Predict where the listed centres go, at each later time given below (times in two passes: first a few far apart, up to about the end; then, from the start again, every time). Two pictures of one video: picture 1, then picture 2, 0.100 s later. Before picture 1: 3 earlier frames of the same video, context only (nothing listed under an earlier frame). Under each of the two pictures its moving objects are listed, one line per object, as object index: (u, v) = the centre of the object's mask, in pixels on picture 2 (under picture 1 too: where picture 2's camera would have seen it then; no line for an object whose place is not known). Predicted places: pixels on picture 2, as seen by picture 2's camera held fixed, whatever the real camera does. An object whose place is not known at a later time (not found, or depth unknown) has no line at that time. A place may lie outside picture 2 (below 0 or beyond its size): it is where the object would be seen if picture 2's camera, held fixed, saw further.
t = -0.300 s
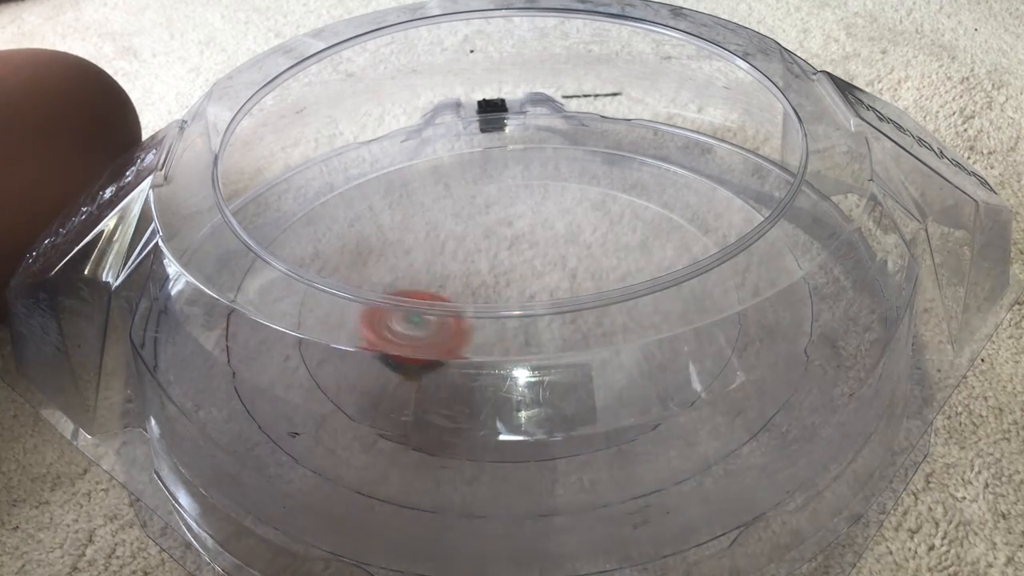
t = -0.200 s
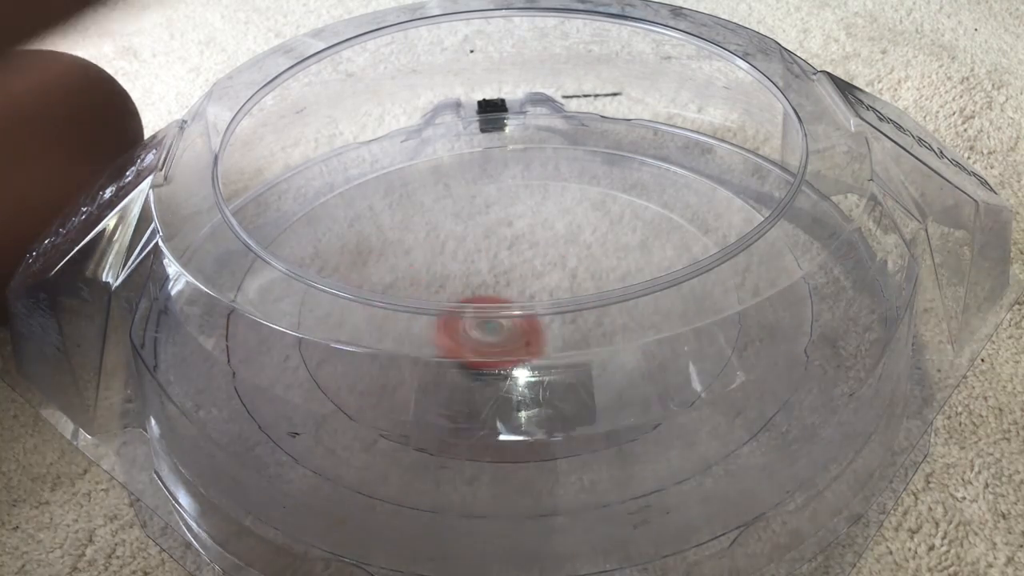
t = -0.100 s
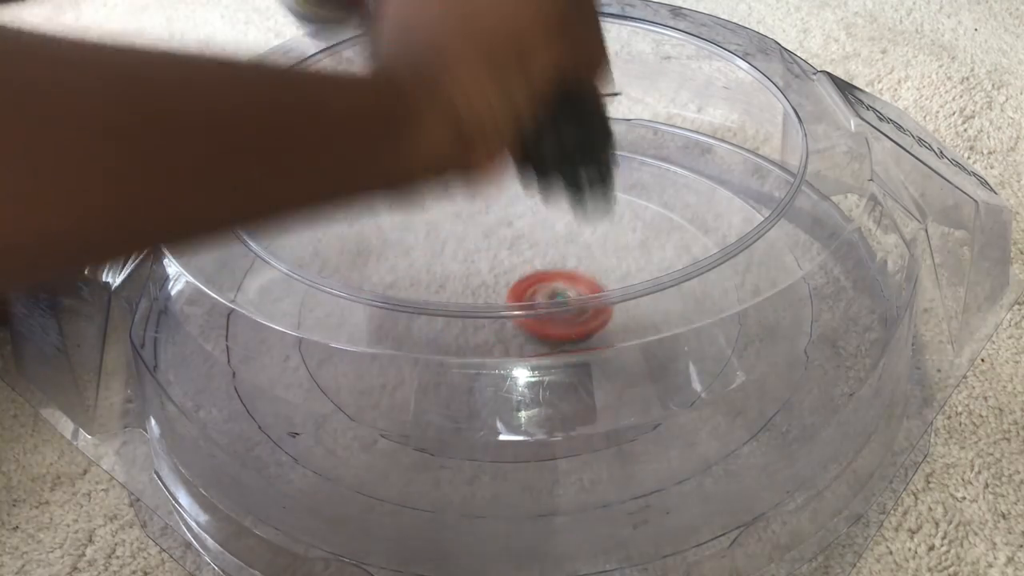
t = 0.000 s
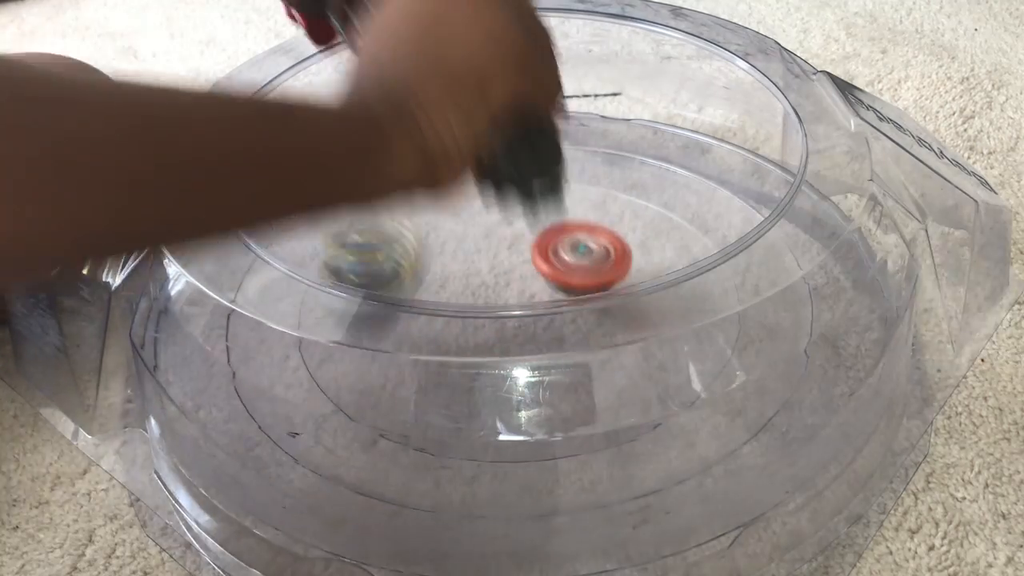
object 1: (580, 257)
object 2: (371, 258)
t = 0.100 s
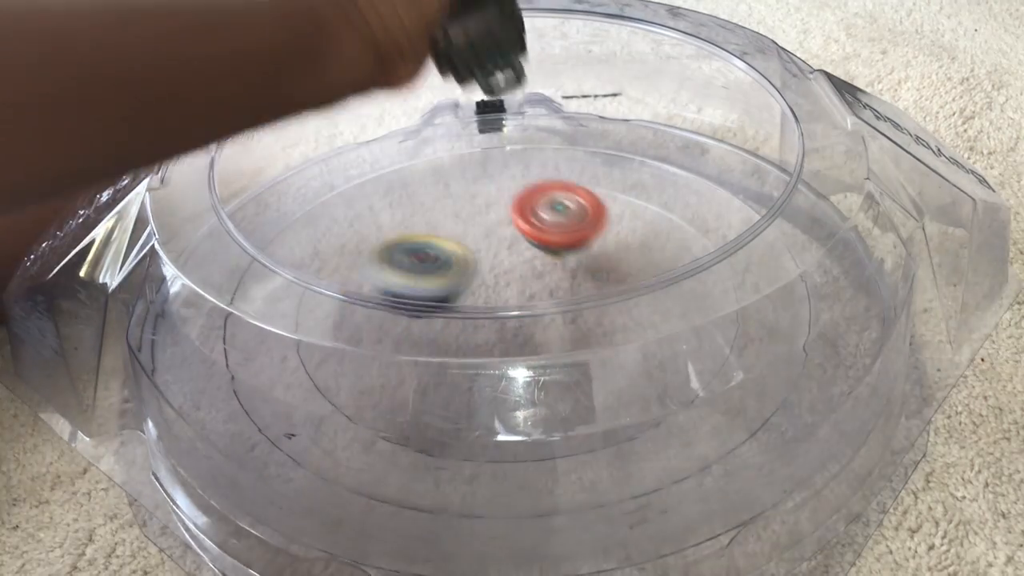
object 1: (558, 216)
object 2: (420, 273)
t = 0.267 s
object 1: (473, 181)
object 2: (535, 275)
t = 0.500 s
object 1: (386, 236)
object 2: (569, 235)
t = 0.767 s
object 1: (551, 340)
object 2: (433, 285)
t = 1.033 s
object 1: (669, 219)
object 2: (569, 328)
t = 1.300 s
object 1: (558, 131)
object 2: (608, 255)
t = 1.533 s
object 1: (473, 133)
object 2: (476, 301)
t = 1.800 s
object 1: (452, 199)
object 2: (560, 343)
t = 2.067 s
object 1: (486, 344)
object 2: (573, 241)
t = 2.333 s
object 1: (666, 298)
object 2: (415, 282)
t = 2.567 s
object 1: (621, 236)
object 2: (536, 377)
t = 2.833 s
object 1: (451, 276)
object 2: (663, 240)
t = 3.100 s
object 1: (495, 362)
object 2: (417, 185)
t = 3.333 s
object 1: (600, 331)
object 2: (234, 294)
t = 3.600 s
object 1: (502, 254)
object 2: (324, 424)
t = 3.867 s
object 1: (416, 300)
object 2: (546, 446)
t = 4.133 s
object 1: (530, 318)
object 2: (708, 377)
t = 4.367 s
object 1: (546, 250)
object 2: (768, 285)
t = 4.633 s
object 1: (459, 254)
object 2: (728, 192)
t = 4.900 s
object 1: (527, 318)
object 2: (623, 144)
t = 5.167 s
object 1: (592, 258)
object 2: (501, 140)
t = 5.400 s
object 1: (516, 258)
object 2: (394, 193)
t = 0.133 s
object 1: (545, 205)
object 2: (443, 274)
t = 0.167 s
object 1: (527, 195)
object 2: (473, 300)
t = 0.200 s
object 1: (510, 188)
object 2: (497, 289)
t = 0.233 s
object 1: (492, 183)
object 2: (517, 281)
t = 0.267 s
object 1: (473, 181)
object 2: (535, 275)
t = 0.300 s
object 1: (455, 181)
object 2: (555, 271)
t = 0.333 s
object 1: (439, 184)
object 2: (571, 266)
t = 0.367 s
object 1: (423, 190)
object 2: (581, 260)
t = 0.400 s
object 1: (409, 198)
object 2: (585, 251)
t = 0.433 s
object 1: (397, 208)
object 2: (586, 248)
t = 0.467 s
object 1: (389, 221)
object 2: (579, 238)
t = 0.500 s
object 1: (386, 236)
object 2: (569, 235)
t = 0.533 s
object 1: (387, 253)
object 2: (558, 242)
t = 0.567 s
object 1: (397, 266)
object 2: (538, 239)
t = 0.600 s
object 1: (409, 276)
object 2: (519, 246)
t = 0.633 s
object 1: (425, 301)
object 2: (497, 248)
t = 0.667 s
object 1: (450, 319)
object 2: (477, 249)
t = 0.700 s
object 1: (480, 329)
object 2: (459, 257)
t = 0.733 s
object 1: (511, 332)
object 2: (443, 268)
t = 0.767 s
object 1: (551, 340)
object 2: (433, 285)
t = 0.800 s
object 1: (580, 324)
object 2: (430, 298)
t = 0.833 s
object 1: (608, 313)
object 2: (438, 311)
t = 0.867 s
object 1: (631, 298)
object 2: (449, 322)
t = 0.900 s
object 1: (648, 282)
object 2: (471, 329)
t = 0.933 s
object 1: (660, 266)
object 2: (493, 338)
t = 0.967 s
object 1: (666, 246)
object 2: (515, 331)
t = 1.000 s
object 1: (671, 233)
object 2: (544, 345)
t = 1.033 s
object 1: (669, 219)
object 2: (569, 328)
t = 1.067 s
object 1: (665, 207)
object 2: (594, 313)
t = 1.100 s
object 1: (656, 196)
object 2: (614, 295)
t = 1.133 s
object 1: (646, 187)
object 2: (626, 282)
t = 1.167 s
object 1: (633, 180)
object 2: (631, 261)
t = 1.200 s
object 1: (619, 176)
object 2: (634, 245)
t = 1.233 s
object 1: (601, 159)
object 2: (630, 243)
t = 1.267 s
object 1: (578, 142)
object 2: (622, 247)
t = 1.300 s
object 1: (558, 131)
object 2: (608, 255)
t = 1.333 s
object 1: (542, 122)
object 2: (585, 261)
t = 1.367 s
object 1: (529, 114)
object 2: (565, 269)
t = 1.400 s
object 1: (515, 111)
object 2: (541, 278)
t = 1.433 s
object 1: (501, 119)
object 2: (519, 283)
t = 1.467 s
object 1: (488, 125)
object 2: (501, 287)
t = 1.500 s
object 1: (479, 129)
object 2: (489, 293)
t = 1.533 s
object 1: (473, 133)
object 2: (476, 301)
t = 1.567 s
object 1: (471, 137)
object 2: (469, 310)
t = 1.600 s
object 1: (470, 140)
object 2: (468, 318)
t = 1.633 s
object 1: (469, 144)
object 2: (473, 329)
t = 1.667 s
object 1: (469, 148)
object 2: (484, 338)
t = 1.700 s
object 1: (468, 157)
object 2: (500, 346)
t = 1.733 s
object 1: (464, 169)
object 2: (519, 345)
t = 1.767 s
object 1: (459, 183)
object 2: (541, 346)
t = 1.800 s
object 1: (452, 199)
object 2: (560, 343)
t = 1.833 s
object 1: (444, 218)
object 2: (579, 331)
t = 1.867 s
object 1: (436, 237)
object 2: (593, 318)
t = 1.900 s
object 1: (430, 258)
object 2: (605, 305)
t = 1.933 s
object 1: (432, 273)
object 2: (609, 294)
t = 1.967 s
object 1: (437, 294)
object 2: (609, 279)
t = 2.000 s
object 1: (447, 318)
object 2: (601, 261)
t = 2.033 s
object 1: (465, 329)
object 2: (588, 251)
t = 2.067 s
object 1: (486, 344)
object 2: (573, 241)
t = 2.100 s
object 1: (514, 346)
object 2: (553, 235)
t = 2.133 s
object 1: (544, 347)
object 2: (531, 232)
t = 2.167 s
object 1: (573, 345)
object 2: (506, 231)
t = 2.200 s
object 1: (600, 340)
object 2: (481, 236)
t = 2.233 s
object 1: (622, 333)
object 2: (456, 241)
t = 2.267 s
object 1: (643, 325)
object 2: (438, 253)
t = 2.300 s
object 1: (659, 317)
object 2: (425, 263)
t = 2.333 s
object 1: (666, 298)
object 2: (415, 282)
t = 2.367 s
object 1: (672, 286)
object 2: (411, 302)
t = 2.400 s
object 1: (672, 271)
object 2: (413, 321)
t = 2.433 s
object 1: (669, 263)
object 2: (425, 346)
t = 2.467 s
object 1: (660, 248)
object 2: (448, 358)
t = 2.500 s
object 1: (652, 244)
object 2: (468, 369)
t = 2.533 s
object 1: (639, 240)
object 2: (501, 375)
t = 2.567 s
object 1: (621, 236)
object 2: (536, 377)
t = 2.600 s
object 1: (601, 233)
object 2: (575, 372)
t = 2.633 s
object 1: (578, 234)
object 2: (607, 361)
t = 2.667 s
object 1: (554, 236)
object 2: (636, 345)
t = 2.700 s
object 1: (529, 242)
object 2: (660, 328)
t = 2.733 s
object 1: (505, 249)
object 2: (675, 309)
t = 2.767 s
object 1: (483, 257)
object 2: (681, 283)
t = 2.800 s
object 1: (464, 268)
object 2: (675, 262)
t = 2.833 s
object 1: (451, 276)
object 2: (663, 240)
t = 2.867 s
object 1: (443, 291)
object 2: (646, 225)
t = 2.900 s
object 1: (435, 307)
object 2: (621, 211)
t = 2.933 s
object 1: (434, 318)
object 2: (592, 198)
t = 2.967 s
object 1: (434, 341)
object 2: (561, 189)
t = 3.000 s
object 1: (445, 346)
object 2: (527, 182)
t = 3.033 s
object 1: (460, 351)
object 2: (490, 180)
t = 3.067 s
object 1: (475, 356)
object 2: (455, 181)
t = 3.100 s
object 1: (495, 362)
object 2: (417, 185)
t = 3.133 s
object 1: (514, 363)
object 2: (380, 194)
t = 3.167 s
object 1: (533, 361)
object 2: (345, 206)
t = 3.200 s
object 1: (551, 361)
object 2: (318, 220)
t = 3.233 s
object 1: (569, 354)
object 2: (298, 234)
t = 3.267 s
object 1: (582, 346)
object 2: (268, 257)
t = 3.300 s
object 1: (593, 338)
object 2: (252, 271)
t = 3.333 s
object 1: (600, 331)
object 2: (234, 294)
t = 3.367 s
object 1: (599, 309)
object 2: (223, 305)
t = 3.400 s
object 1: (595, 296)
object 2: (226, 323)
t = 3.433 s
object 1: (586, 284)
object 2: (245, 343)
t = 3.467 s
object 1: (572, 270)
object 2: (263, 362)
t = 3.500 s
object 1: (557, 265)
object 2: (280, 381)
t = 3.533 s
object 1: (540, 260)
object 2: (292, 395)
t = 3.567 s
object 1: (521, 257)
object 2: (305, 411)
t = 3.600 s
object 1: (502, 254)
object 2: (324, 424)
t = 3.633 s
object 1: (484, 256)
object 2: (352, 435)
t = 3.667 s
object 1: (467, 258)
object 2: (382, 442)
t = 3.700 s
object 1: (451, 263)
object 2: (410, 447)
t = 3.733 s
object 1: (438, 268)
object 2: (441, 451)
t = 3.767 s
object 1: (427, 272)
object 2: (469, 452)
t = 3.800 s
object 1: (420, 277)
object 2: (496, 452)
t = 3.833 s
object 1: (416, 290)
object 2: (519, 451)
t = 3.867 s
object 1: (416, 300)
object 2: (546, 446)
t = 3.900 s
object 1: (421, 308)
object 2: (571, 443)
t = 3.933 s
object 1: (429, 315)
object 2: (595, 435)
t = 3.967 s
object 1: (442, 320)
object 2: (613, 429)
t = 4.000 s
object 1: (459, 325)
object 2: (637, 420)
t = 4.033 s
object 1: (477, 328)
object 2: (658, 409)
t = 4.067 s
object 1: (496, 326)
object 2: (674, 401)
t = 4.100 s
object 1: (515, 322)
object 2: (693, 389)
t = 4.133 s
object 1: (530, 318)
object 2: (708, 377)
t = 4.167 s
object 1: (544, 310)
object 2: (722, 367)
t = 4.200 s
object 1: (555, 299)
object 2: (737, 354)
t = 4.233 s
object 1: (560, 288)
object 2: (747, 339)
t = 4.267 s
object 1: (560, 273)
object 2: (753, 324)
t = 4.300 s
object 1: (559, 266)
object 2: (761, 311)
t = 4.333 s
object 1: (554, 258)
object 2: (767, 297)
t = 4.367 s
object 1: (546, 250)
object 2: (768, 285)
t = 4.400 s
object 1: (536, 244)
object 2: (772, 275)
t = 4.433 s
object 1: (524, 239)
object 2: (767, 259)
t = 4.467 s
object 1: (511, 236)
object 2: (761, 245)
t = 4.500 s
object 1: (498, 235)
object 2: (758, 234)
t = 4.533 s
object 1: (486, 236)
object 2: (751, 222)
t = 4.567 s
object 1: (475, 239)
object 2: (744, 212)
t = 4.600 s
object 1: (466, 246)
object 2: (734, 199)
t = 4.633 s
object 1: (459, 254)
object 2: (728, 192)
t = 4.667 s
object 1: (455, 263)
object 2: (716, 183)
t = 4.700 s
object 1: (455, 271)
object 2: (706, 176)
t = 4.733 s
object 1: (460, 277)
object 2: (693, 169)
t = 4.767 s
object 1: (467, 291)
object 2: (682, 162)
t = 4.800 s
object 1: (479, 300)
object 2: (668, 157)
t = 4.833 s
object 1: (493, 305)
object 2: (655, 152)
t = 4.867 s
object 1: (510, 318)
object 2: (640, 147)
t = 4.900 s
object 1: (527, 318)
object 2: (623, 144)
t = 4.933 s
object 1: (544, 318)
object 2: (610, 141)
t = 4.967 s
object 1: (560, 302)
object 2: (594, 139)
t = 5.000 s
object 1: (572, 299)
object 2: (579, 138)
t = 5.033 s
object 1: (583, 290)
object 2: (563, 137)
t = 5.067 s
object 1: (589, 280)
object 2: (546, 137)
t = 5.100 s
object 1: (592, 268)
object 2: (531, 136)
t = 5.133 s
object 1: (594, 263)
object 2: (514, 137)
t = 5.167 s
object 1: (592, 258)
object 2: (501, 140)
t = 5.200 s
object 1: (587, 254)
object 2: (485, 142)
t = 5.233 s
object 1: (578, 249)
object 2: (470, 146)
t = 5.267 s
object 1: (568, 246)
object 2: (456, 149)
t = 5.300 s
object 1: (556, 246)
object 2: (440, 155)
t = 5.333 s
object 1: (542, 248)
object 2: (425, 163)
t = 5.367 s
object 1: (528, 252)
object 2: (408, 175)
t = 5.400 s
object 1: (516, 258)
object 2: (394, 193)
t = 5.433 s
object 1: (505, 265)
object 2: (379, 213)
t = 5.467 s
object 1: (496, 271)
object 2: (367, 238)
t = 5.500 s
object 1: (491, 277)
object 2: (362, 259)
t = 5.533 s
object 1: (489, 282)
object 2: (361, 292)
